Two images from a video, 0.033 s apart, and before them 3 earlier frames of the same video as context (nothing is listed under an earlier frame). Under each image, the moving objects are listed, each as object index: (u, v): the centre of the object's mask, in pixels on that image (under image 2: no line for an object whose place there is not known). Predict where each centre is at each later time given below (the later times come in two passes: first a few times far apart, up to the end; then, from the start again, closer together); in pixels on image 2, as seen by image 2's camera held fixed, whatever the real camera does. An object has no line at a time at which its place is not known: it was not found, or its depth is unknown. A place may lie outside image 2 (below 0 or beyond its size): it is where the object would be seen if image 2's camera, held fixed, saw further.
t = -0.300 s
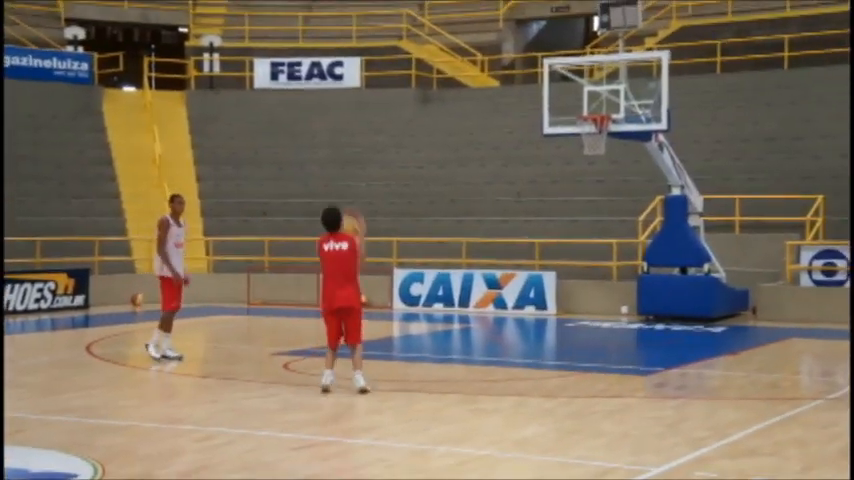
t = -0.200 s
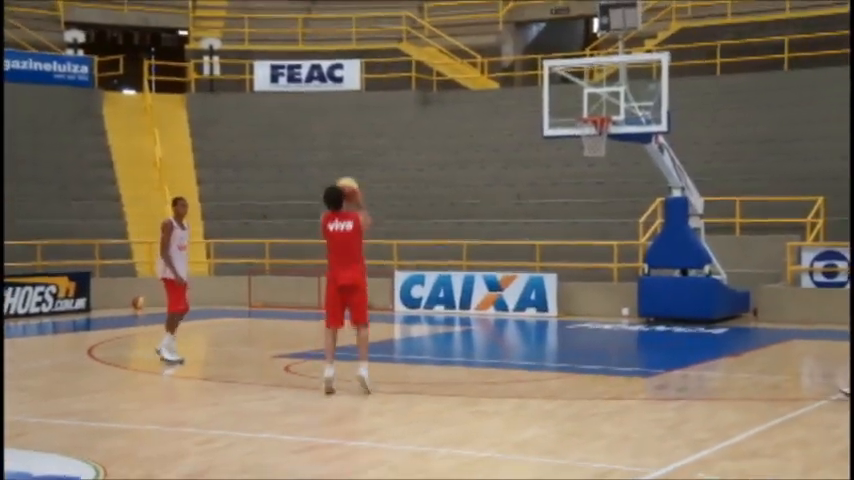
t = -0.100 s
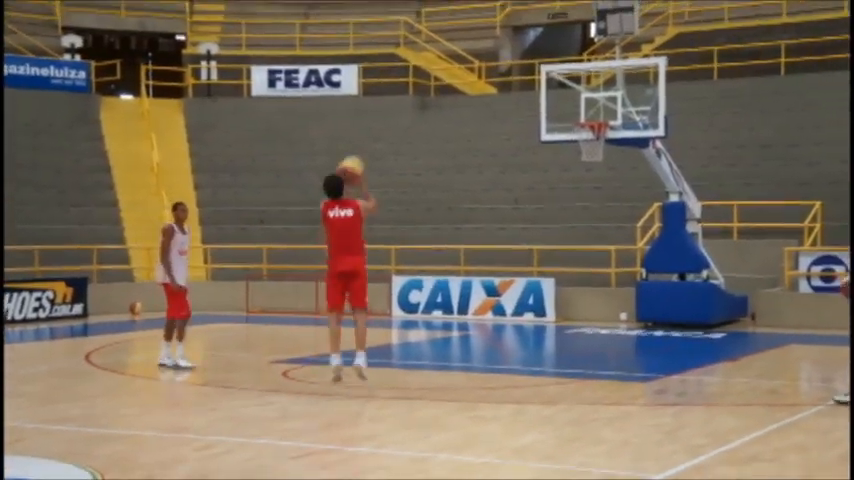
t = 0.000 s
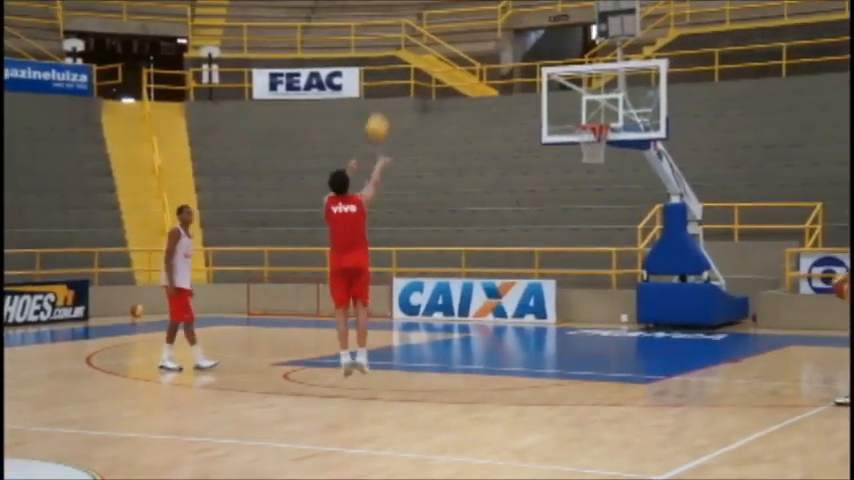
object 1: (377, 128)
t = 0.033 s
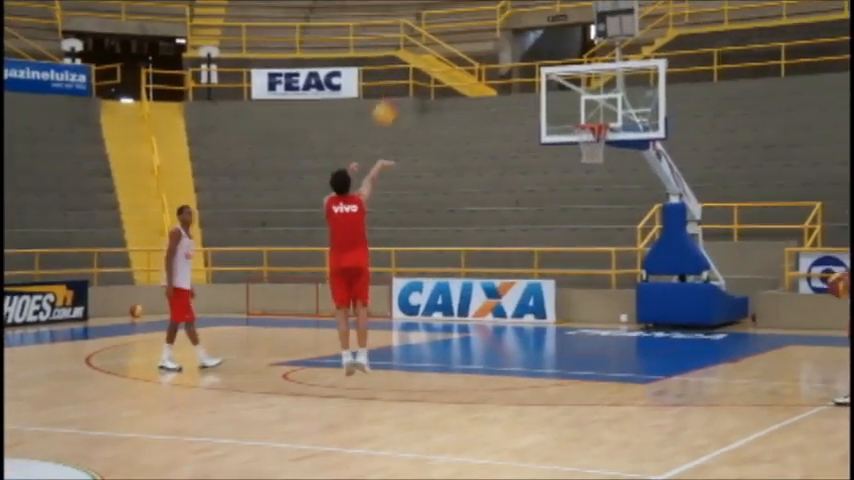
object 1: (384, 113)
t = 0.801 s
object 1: (557, 66)
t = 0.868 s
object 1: (570, 84)
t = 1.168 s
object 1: (604, 183)
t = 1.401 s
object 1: (620, 288)
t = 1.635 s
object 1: (627, 289)
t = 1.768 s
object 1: (624, 244)
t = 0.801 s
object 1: (557, 66)
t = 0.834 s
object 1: (564, 78)
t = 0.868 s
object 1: (570, 84)
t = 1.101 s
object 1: (600, 162)
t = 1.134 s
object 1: (601, 170)
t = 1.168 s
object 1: (604, 183)
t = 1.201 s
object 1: (605, 195)
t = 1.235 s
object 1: (609, 208)
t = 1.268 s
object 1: (611, 223)
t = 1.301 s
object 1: (612, 237)
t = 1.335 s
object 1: (615, 257)
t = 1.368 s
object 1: (618, 271)
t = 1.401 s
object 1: (620, 288)
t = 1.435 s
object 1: (623, 308)
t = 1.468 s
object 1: (625, 326)
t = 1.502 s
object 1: (626, 340)
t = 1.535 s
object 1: (626, 326)
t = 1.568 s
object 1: (627, 312)
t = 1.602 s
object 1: (626, 300)
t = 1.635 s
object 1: (627, 289)
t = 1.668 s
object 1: (626, 277)
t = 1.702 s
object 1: (625, 266)
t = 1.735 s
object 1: (625, 259)
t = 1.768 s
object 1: (624, 244)
